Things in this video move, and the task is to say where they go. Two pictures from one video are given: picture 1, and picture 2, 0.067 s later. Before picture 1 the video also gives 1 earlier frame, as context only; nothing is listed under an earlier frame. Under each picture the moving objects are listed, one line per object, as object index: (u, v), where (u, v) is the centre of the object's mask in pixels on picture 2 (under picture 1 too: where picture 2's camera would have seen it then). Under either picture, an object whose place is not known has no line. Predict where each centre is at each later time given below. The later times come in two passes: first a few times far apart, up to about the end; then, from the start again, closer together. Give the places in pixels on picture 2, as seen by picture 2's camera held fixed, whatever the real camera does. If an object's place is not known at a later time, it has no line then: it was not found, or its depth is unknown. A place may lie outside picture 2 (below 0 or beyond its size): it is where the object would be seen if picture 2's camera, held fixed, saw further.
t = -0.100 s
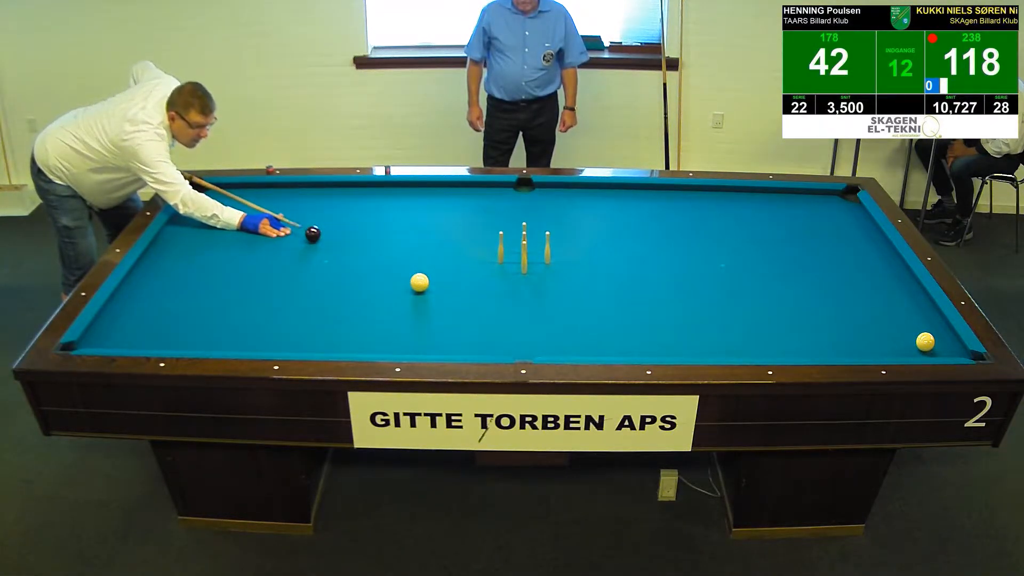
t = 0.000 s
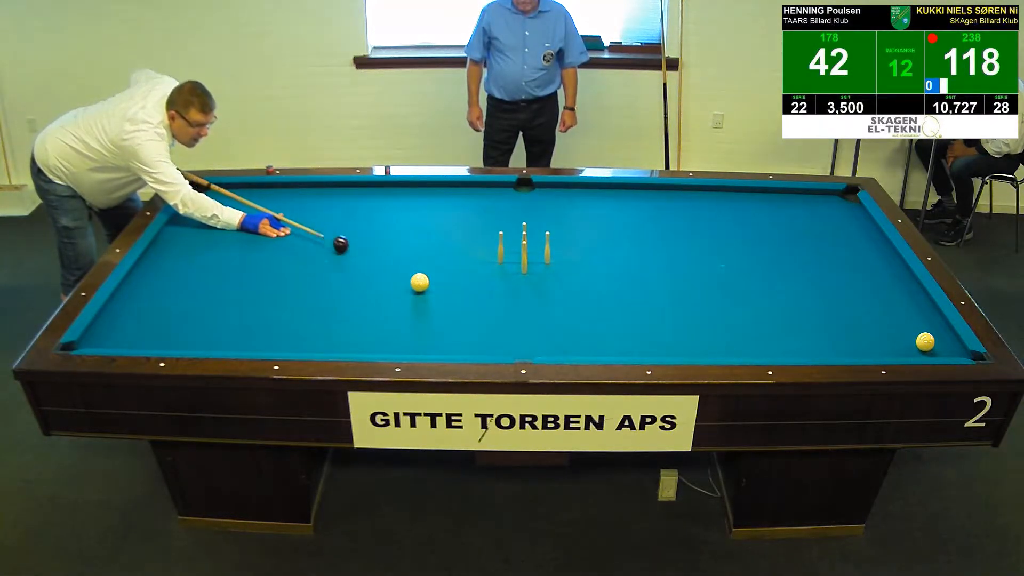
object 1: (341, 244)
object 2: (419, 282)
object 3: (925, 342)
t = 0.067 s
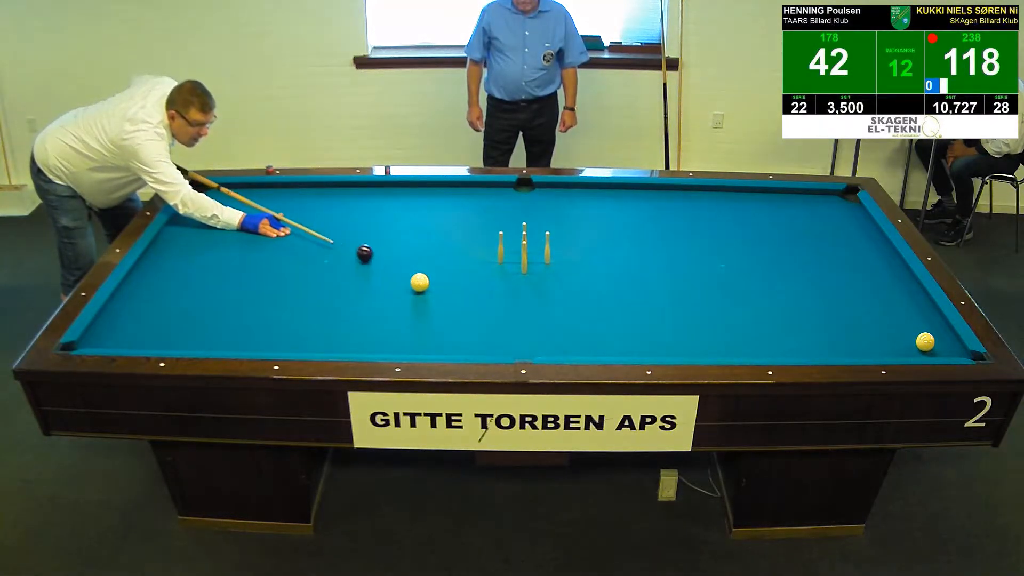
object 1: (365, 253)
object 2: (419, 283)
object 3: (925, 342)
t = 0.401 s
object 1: (487, 282)
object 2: (415, 299)
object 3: (925, 342)
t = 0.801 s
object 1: (645, 302)
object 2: (407, 335)
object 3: (925, 342)
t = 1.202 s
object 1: (805, 322)
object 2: (407, 339)
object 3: (925, 342)
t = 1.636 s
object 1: (929, 328)
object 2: (413, 316)
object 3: (961, 352)
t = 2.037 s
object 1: (903, 315)
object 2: (419, 298)
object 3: (925, 345)
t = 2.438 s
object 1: (855, 302)
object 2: (423, 282)
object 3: (886, 337)
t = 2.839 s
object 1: (808, 290)
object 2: (428, 268)
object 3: (850, 330)
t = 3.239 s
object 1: (765, 279)
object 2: (432, 256)
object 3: (816, 324)
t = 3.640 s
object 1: (724, 269)
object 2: (436, 245)
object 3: (784, 318)
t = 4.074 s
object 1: (684, 259)
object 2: (440, 235)
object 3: (753, 311)
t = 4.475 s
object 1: (649, 249)
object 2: (443, 227)
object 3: (727, 306)
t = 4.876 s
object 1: (618, 242)
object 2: (445, 220)
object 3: (702, 301)
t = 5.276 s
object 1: (589, 235)
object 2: (447, 214)
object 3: (681, 297)
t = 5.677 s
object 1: (562, 229)
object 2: (449, 209)
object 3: (662, 293)
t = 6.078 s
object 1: (538, 223)
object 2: (451, 205)
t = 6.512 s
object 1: (515, 218)
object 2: (452, 202)
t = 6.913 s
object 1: (496, 213)
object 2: (453, 200)
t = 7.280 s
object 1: (481, 209)
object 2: (453, 198)
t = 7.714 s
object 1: (465, 206)
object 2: (453, 198)
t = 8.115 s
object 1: (452, 205)
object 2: (453, 194)
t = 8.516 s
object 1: (443, 204)
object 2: (452, 195)
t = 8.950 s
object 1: (436, 204)
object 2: (451, 195)
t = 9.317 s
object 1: (431, 204)
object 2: (451, 195)
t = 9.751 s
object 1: (429, 205)
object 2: (451, 195)
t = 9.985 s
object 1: (428, 205)
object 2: (451, 195)
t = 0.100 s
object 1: (377, 258)
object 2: (419, 282)
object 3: (925, 342)
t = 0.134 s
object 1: (388, 262)
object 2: (419, 282)
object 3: (925, 342)
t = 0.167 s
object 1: (399, 267)
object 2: (419, 283)
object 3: (925, 342)
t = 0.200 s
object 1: (411, 269)
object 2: (419, 282)
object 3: (925, 342)
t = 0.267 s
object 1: (435, 276)
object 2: (418, 286)
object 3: (925, 342)
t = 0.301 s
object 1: (449, 277)
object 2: (417, 290)
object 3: (925, 342)
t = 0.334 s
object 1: (461, 278)
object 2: (417, 293)
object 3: (925, 342)
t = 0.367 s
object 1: (474, 280)
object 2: (416, 296)
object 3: (925, 342)
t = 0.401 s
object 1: (487, 282)
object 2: (415, 299)
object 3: (925, 342)
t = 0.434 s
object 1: (499, 283)
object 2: (415, 302)
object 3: (925, 342)
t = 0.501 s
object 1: (526, 286)
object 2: (413, 307)
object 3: (925, 342)
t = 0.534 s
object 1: (539, 288)
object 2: (413, 310)
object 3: (925, 342)
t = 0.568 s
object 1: (552, 290)
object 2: (412, 313)
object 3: (925, 342)
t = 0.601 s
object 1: (565, 291)
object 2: (411, 316)
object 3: (925, 342)
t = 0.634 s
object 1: (579, 293)
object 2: (411, 319)
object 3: (925, 342)
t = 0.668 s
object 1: (592, 295)
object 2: (410, 322)
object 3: (925, 342)
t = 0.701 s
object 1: (605, 296)
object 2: (409, 325)
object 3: (925, 342)
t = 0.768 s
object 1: (632, 300)
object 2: (408, 332)
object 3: (925, 342)
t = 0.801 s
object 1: (645, 302)
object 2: (407, 335)
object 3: (925, 342)
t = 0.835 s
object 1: (658, 303)
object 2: (406, 338)
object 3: (925, 342)
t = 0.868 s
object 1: (672, 305)
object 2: (406, 341)
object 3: (925, 342)
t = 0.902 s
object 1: (685, 307)
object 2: (405, 344)
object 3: (925, 342)
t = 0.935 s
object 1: (698, 309)
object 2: (404, 346)
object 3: (925, 342)
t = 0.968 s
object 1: (712, 310)
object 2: (404, 349)
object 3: (925, 342)
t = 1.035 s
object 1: (738, 314)
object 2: (404, 347)
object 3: (925, 342)
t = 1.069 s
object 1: (752, 316)
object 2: (405, 346)
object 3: (925, 342)
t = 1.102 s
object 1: (765, 317)
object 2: (405, 344)
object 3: (925, 342)
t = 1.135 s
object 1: (778, 319)
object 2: (406, 342)
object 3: (925, 342)
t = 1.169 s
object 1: (792, 320)
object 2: (406, 341)
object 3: (925, 342)
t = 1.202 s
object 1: (805, 322)
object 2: (407, 339)
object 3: (925, 342)
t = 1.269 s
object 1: (831, 326)
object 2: (408, 335)
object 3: (925, 342)
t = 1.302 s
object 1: (844, 327)
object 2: (409, 333)
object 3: (925, 342)
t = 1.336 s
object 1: (856, 329)
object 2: (409, 331)
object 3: (925, 342)
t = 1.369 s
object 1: (869, 331)
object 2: (410, 330)
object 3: (925, 342)
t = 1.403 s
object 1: (882, 332)
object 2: (410, 328)
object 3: (925, 342)
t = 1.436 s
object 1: (894, 334)
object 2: (411, 326)
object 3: (925, 342)
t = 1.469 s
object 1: (907, 335)
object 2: (411, 324)
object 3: (925, 342)
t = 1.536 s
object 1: (915, 332)
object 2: (412, 321)
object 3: (942, 348)
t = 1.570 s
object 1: (920, 331)
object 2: (412, 319)
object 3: (950, 351)
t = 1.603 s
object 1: (924, 330)
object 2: (413, 318)
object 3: (957, 352)
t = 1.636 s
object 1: (929, 328)
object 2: (413, 316)
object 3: (961, 352)
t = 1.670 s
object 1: (935, 327)
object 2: (414, 314)
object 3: (963, 351)
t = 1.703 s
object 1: (939, 326)
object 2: (414, 313)
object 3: (959, 350)
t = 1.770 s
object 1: (938, 324)
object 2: (415, 310)
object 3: (951, 349)
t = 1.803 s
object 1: (933, 322)
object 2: (415, 308)
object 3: (948, 349)
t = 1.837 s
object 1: (929, 321)
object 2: (416, 307)
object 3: (945, 348)
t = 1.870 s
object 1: (925, 320)
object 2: (416, 305)
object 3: (941, 348)
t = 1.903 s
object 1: (920, 319)
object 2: (417, 304)
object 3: (938, 348)
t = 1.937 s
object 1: (916, 318)
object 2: (417, 302)
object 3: (935, 347)
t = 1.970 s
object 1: (912, 317)
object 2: (418, 301)
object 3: (931, 346)
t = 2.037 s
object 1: (903, 315)
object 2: (419, 298)
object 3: (925, 345)
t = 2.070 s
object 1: (899, 313)
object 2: (419, 297)
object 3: (921, 344)
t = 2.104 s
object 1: (895, 312)
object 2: (419, 295)
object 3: (918, 344)
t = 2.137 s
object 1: (891, 311)
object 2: (420, 294)
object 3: (915, 343)
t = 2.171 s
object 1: (887, 310)
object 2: (420, 292)
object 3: (912, 342)
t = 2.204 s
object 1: (883, 309)
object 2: (421, 291)
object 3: (909, 342)
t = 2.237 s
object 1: (878, 308)
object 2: (421, 290)
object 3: (905, 341)
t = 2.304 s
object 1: (870, 306)
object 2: (422, 287)
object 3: (899, 340)
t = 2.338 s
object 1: (866, 305)
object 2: (422, 286)
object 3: (896, 339)
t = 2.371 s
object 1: (862, 304)
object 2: (423, 285)
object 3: (893, 339)
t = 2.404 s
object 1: (858, 302)
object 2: (423, 283)
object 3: (889, 338)
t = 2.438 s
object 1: (855, 302)
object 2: (423, 282)
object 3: (886, 337)
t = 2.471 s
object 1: (850, 300)
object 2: (424, 281)
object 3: (883, 337)
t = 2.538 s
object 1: (843, 299)
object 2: (424, 278)
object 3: (877, 335)
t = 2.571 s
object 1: (839, 297)
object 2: (425, 277)
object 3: (874, 335)
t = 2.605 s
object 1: (835, 297)
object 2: (425, 276)
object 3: (871, 334)
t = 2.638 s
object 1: (831, 295)
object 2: (426, 275)
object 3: (868, 334)
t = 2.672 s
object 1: (827, 294)
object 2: (426, 274)
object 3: (865, 333)
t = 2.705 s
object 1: (823, 294)
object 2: (426, 273)
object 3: (862, 333)
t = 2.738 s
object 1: (820, 292)
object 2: (427, 272)
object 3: (859, 332)
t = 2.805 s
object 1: (812, 291)
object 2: (428, 269)
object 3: (853, 331)
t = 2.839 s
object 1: (808, 290)
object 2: (428, 268)
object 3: (850, 330)
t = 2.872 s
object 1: (805, 289)
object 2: (428, 267)
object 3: (847, 330)
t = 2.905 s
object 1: (801, 288)
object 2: (429, 266)
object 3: (844, 329)
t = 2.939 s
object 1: (797, 287)
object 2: (429, 265)
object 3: (841, 328)
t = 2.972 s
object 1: (794, 286)
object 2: (429, 264)
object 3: (838, 328)
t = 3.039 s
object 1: (786, 284)
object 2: (430, 262)
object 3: (833, 327)
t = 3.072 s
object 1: (783, 283)
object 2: (430, 261)
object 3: (830, 326)
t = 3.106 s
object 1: (779, 282)
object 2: (431, 260)
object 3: (827, 326)
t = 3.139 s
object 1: (776, 281)
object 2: (431, 259)
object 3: (824, 325)
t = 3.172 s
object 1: (772, 280)
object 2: (431, 258)
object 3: (822, 325)
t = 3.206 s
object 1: (768, 279)
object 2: (432, 257)
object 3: (819, 324)
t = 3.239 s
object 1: (765, 279)
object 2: (432, 256)
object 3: (816, 324)
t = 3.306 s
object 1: (758, 277)
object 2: (433, 254)
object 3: (811, 323)
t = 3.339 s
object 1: (754, 276)
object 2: (433, 253)
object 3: (808, 322)
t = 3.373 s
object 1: (751, 275)
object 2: (433, 252)
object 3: (805, 322)
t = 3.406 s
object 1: (747, 274)
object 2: (434, 251)
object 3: (803, 321)
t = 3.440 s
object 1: (744, 273)
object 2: (434, 250)
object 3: (800, 320)
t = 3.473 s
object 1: (741, 272)
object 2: (434, 249)
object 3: (797, 320)
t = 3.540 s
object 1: (734, 271)
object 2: (435, 248)
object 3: (792, 319)
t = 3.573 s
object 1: (731, 270)
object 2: (435, 247)
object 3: (790, 318)
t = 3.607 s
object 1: (728, 269)
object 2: (436, 246)
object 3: (787, 318)
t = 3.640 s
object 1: (724, 269)
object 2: (436, 245)
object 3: (784, 318)
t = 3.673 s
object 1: (721, 268)
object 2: (436, 244)
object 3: (782, 317)
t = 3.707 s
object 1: (718, 267)
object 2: (437, 243)
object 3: (780, 317)
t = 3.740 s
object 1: (715, 266)
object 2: (437, 243)
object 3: (777, 316)
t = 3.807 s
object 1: (708, 264)
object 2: (437, 241)
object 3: (772, 315)
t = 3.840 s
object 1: (705, 264)
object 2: (438, 240)
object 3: (769, 315)
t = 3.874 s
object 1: (702, 263)
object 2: (438, 239)
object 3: (767, 314)
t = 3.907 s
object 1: (699, 262)
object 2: (438, 239)
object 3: (765, 314)
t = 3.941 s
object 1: (696, 261)
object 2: (438, 238)
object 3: (762, 313)
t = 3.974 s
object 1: (693, 261)
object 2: (439, 237)
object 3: (760, 313)
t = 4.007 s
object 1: (690, 260)
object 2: (439, 236)
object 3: (758, 312)
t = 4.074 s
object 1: (684, 259)
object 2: (440, 235)
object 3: (753, 311)
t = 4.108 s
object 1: (681, 257)
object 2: (440, 234)
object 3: (751, 311)
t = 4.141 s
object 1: (678, 257)
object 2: (440, 234)
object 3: (748, 310)
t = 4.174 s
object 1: (675, 256)
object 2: (440, 233)
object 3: (746, 310)
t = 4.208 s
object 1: (672, 255)
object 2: (441, 232)
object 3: (744, 310)
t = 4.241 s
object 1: (669, 254)
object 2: (441, 232)
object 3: (742, 309)
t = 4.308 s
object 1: (663, 253)
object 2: (441, 230)
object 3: (737, 308)
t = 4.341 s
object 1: (660, 253)
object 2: (441, 230)
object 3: (735, 308)
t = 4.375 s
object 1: (658, 252)
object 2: (442, 229)
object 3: (733, 307)
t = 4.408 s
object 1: (654, 251)
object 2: (442, 228)
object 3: (731, 307)
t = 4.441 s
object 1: (652, 250)
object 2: (442, 227)
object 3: (729, 306)
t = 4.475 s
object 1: (649, 249)
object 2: (443, 227)
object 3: (727, 306)
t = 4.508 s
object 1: (646, 249)
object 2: (443, 226)
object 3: (724, 306)
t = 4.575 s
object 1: (641, 248)
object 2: (443, 225)
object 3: (720, 305)
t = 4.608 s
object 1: (638, 247)
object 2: (443, 224)
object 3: (718, 304)
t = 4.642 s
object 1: (636, 246)
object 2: (444, 224)
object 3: (716, 304)
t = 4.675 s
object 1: (633, 246)
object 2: (444, 223)
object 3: (714, 304)
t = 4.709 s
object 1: (631, 245)
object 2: (444, 223)
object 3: (712, 303)
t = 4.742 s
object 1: (628, 245)
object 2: (444, 222)
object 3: (710, 303)
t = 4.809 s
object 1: (623, 243)
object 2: (445, 221)
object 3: (706, 302)
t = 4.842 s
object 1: (620, 242)
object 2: (445, 220)
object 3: (704, 302)
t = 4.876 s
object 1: (618, 242)
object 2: (445, 220)
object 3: (702, 301)
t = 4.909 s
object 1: (615, 241)
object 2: (445, 219)
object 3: (701, 301)
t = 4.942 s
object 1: (613, 241)
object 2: (445, 219)
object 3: (699, 301)
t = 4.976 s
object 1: (610, 240)
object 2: (446, 218)
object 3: (697, 300)
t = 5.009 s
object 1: (608, 239)
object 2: (446, 218)
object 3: (695, 300)
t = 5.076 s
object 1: (603, 238)
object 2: (446, 217)
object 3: (691, 299)
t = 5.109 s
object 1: (600, 238)
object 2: (446, 216)
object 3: (689, 299)
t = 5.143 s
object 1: (598, 237)
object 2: (446, 216)
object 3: (688, 299)
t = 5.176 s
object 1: (596, 236)
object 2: (447, 215)
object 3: (686, 298)
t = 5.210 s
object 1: (593, 236)
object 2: (447, 215)
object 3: (684, 298)
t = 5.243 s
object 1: (591, 235)
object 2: (447, 214)
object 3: (682, 298)
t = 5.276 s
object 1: (589, 235)
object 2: (447, 214)
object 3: (681, 297)
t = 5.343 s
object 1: (584, 234)
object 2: (448, 213)
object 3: (677, 297)
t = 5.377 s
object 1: (582, 233)
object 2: (448, 213)
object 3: (676, 296)
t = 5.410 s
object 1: (580, 233)
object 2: (448, 212)
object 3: (674, 296)
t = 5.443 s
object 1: (577, 232)
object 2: (448, 212)
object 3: (672, 296)
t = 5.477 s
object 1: (575, 232)
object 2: (448, 211)
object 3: (671, 295)
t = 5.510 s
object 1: (573, 231)
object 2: (449, 211)
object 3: (669, 295)
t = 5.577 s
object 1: (569, 230)
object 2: (449, 210)
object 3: (666, 295)
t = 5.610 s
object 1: (567, 230)
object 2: (449, 210)
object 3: (665, 294)
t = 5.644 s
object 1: (565, 229)
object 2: (449, 209)
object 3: (663, 294)
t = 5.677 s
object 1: (562, 229)
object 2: (449, 209)
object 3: (662, 293)
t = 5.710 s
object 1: (560, 228)
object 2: (449, 209)
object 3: (660, 293)
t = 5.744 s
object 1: (558, 228)
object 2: (450, 208)
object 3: (659, 293)
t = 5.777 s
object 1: (556, 227)
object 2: (450, 208)
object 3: (657, 293)
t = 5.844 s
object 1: (552, 226)
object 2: (450, 207)
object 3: (654, 292)
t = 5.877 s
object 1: (550, 225)
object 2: (450, 207)
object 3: (653, 292)
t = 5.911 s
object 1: (548, 225)
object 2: (450, 207)
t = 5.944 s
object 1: (546, 224)
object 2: (450, 206)
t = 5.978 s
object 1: (544, 224)
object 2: (451, 206)
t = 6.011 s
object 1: (542, 224)
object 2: (451, 206)
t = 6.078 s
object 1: (538, 223)
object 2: (451, 205)
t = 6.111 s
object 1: (536, 223)
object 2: (451, 205)
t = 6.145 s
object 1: (535, 222)
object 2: (451, 204)
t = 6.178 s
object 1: (533, 222)
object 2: (451, 204)
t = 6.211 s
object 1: (531, 221)
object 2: (451, 204)
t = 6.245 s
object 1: (530, 220)
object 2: (452, 204)
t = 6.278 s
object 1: (528, 220)
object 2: (452, 203)
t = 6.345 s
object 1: (524, 218)
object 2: (452, 203)
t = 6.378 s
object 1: (522, 218)
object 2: (452, 203)
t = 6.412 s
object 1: (520, 218)
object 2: (452, 202)
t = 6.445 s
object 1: (518, 218)
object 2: (452, 202)
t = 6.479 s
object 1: (517, 218)
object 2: (452, 202)
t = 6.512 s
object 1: (515, 218)
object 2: (452, 202)
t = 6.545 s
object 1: (514, 217)
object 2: (452, 201)
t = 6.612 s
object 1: (510, 217)
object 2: (452, 201)
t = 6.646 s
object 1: (509, 216)
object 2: (452, 201)
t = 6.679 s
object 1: (507, 216)
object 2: (453, 201)
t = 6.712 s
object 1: (506, 215)
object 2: (453, 201)
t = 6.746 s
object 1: (504, 215)
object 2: (453, 200)
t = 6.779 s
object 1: (502, 215)
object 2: (453, 200)
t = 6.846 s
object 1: (499, 214)
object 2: (453, 200)
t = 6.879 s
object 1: (498, 214)
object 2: (453, 200)
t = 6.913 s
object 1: (496, 213)
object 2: (453, 200)
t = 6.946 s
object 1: (495, 213)
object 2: (453, 200)
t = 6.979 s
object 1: (493, 213)
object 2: (453, 199)
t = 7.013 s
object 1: (492, 212)
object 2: (453, 199)
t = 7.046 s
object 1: (490, 212)
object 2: (453, 199)
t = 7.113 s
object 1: (487, 211)
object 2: (453, 199)
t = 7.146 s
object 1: (486, 211)
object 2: (453, 199)
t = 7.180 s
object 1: (485, 210)
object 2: (453, 199)
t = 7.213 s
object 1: (483, 210)
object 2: (453, 199)
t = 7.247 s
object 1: (482, 210)
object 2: (453, 198)
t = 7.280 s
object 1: (481, 209)
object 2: (453, 198)
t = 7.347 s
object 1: (478, 209)
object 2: (453, 198)
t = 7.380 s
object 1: (477, 209)
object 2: (453, 198)
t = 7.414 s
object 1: (475, 208)
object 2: (453, 198)
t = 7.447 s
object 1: (474, 208)
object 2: (453, 198)
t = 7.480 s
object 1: (473, 208)
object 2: (453, 198)
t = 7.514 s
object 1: (472, 208)
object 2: (453, 198)
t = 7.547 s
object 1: (470, 207)
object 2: (453, 198)
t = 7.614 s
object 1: (468, 207)
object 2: (453, 198)
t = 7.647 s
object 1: (467, 207)
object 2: (453, 198)
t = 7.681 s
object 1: (466, 206)
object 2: (453, 198)
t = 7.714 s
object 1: (465, 206)
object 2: (453, 198)
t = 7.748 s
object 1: (464, 206)
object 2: (453, 198)
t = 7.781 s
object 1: (462, 206)
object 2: (452, 197)
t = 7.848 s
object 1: (460, 206)
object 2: (452, 197)
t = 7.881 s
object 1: (459, 205)
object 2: (452, 196)
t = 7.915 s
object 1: (458, 205)
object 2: (452, 196)
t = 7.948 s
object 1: (457, 205)
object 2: (452, 196)
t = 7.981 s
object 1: (456, 205)
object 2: (452, 195)
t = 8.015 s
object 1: (455, 205)
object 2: (452, 195)
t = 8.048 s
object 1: (454, 205)
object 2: (452, 195)
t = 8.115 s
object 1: (452, 205)
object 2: (453, 194)
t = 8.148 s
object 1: (452, 205)
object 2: (453, 194)
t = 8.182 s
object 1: (451, 205)
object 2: (453, 194)
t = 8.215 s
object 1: (450, 205)
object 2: (453, 194)
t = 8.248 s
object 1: (449, 205)
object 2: (453, 194)
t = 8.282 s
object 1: (449, 205)
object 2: (453, 195)
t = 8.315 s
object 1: (448, 205)
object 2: (453, 195)
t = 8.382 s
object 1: (447, 205)
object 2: (453, 195)
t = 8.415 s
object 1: (446, 205)
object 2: (453, 195)
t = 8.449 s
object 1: (445, 205)
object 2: (453, 195)
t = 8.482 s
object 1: (444, 205)
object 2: (452, 195)
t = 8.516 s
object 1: (443, 204)
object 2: (452, 195)
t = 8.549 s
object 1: (443, 204)
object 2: (452, 195)
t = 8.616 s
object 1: (441, 204)
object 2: (452, 195)
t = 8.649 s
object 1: (440, 204)
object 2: (452, 195)
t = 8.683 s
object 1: (440, 204)
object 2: (452, 195)
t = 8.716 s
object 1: (439, 204)
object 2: (451, 195)
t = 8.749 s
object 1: (439, 204)
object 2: (451, 195)
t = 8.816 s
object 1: (438, 204)
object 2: (451, 195)
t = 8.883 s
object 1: (437, 204)
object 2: (451, 195)
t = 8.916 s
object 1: (436, 204)
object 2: (451, 195)
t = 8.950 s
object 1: (436, 204)
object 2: (451, 195)
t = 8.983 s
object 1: (435, 204)
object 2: (451, 195)
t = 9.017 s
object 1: (435, 204)
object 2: (451, 195)
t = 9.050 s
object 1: (435, 204)
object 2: (451, 195)
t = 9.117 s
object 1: (434, 204)
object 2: (451, 195)
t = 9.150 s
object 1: (433, 204)
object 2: (451, 195)
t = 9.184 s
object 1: (433, 204)
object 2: (451, 195)
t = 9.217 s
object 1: (433, 204)
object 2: (451, 195)
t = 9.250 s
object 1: (432, 204)
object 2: (451, 195)
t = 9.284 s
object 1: (432, 204)
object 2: (451, 195)
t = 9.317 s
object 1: (431, 204)
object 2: (451, 195)
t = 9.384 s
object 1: (431, 204)
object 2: (451, 195)
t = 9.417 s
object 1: (431, 204)
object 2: (451, 195)
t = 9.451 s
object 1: (430, 204)
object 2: (451, 195)
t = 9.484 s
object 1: (430, 204)
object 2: (451, 195)
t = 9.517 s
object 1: (430, 204)
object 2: (451, 195)
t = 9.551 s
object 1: (429, 205)
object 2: (451, 195)
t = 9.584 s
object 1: (429, 205)
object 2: (451, 195)
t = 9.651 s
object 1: (429, 204)
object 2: (451, 195)
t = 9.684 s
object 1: (429, 205)
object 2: (451, 195)
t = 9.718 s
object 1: (429, 205)
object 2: (451, 195)
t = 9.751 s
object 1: (429, 205)
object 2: (451, 195)
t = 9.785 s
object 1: (428, 205)
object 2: (451, 195)
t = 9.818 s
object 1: (428, 204)
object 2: (451, 195)
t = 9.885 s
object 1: (428, 205)
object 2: (451, 195)
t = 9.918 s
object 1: (428, 205)
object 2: (451, 195)
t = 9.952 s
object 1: (428, 205)
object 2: (451, 195)
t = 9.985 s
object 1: (428, 205)
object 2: (451, 195)
